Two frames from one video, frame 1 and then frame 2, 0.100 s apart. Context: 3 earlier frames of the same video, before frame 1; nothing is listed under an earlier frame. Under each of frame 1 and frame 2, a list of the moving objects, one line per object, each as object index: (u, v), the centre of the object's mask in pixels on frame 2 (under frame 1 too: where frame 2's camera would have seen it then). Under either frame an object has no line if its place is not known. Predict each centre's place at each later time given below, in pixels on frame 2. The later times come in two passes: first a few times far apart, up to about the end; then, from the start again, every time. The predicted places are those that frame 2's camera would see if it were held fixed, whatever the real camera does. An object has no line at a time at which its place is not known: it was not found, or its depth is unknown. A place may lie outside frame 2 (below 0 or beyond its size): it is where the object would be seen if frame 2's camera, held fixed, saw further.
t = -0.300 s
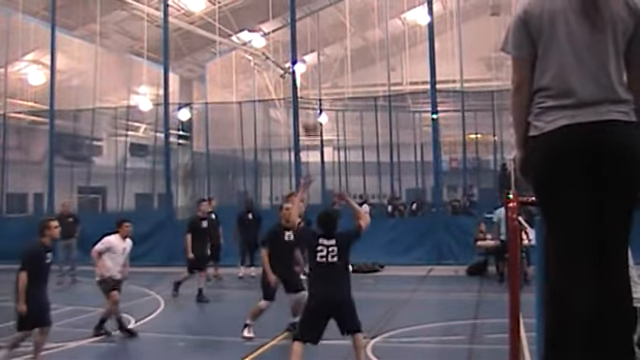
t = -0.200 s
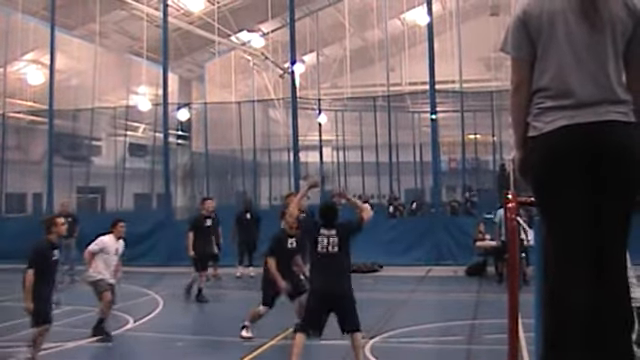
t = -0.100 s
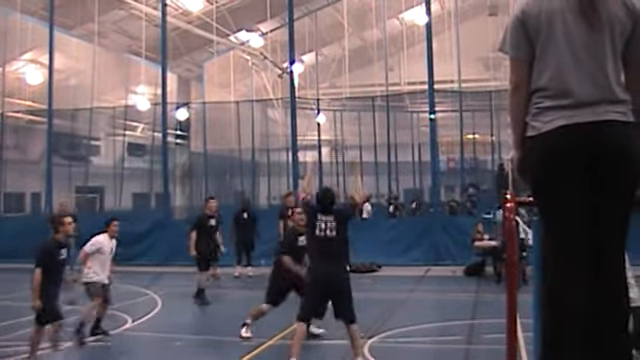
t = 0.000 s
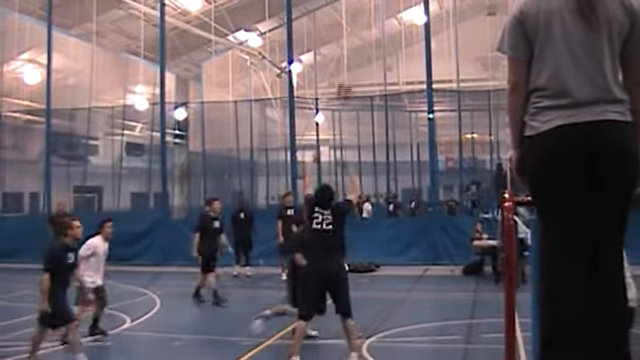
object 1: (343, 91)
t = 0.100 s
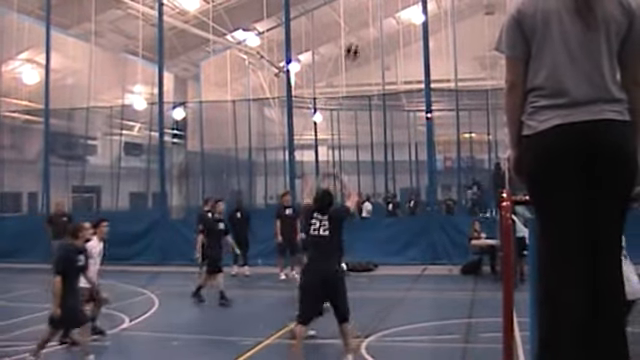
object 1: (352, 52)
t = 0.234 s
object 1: (362, 17)
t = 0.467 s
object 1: (374, 3)
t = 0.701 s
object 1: (381, 22)
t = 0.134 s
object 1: (355, 41)
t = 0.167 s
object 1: (358, 31)
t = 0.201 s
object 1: (360, 23)
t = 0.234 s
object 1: (362, 17)
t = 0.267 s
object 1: (364, 11)
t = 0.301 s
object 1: (366, 8)
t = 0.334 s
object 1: (368, 6)
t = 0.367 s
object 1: (370, 4)
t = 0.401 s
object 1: (371, 3)
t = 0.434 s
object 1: (372, 3)
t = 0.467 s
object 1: (374, 3)
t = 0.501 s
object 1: (375, 4)
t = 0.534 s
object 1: (378, 4)
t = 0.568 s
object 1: (379, 5)
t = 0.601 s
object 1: (380, 7)
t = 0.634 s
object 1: (381, 12)
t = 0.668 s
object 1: (381, 17)
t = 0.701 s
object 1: (381, 22)
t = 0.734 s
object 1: (382, 27)
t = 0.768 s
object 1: (382, 34)
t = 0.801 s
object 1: (383, 38)
